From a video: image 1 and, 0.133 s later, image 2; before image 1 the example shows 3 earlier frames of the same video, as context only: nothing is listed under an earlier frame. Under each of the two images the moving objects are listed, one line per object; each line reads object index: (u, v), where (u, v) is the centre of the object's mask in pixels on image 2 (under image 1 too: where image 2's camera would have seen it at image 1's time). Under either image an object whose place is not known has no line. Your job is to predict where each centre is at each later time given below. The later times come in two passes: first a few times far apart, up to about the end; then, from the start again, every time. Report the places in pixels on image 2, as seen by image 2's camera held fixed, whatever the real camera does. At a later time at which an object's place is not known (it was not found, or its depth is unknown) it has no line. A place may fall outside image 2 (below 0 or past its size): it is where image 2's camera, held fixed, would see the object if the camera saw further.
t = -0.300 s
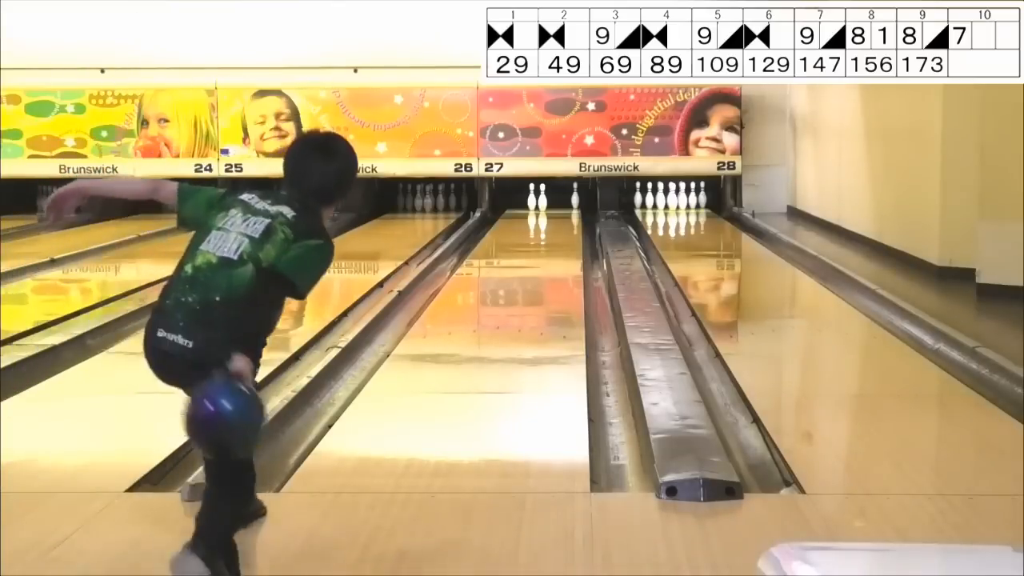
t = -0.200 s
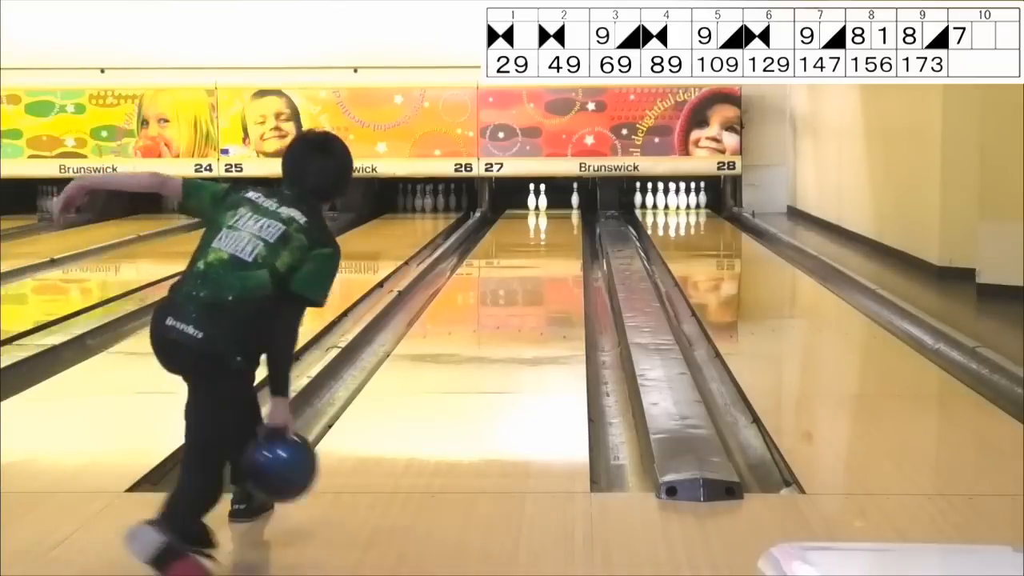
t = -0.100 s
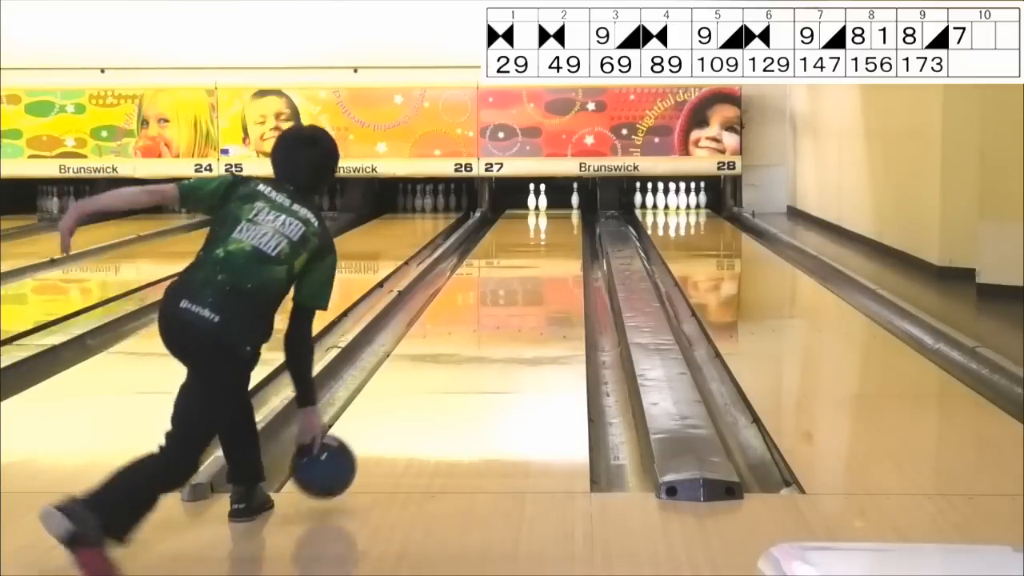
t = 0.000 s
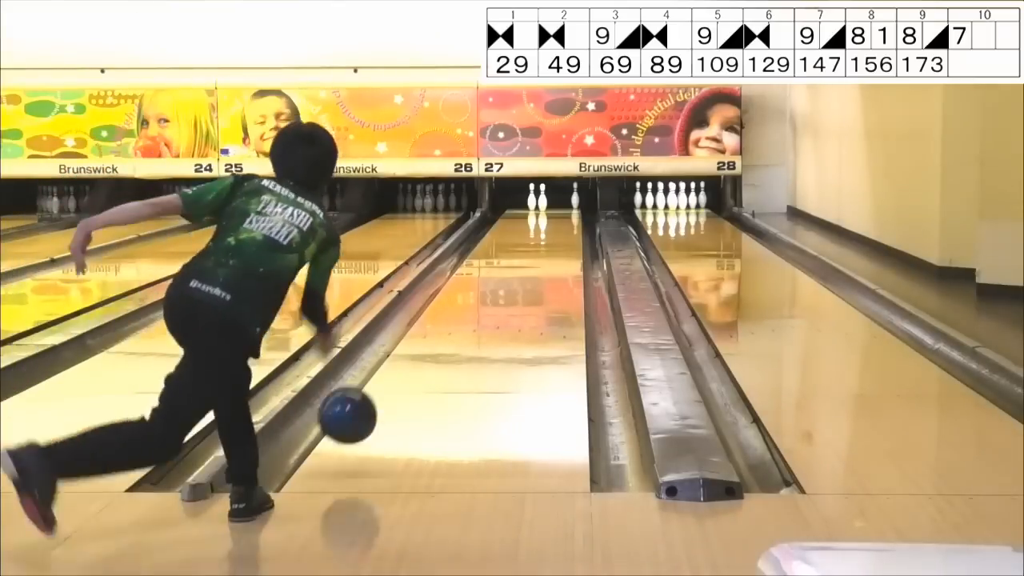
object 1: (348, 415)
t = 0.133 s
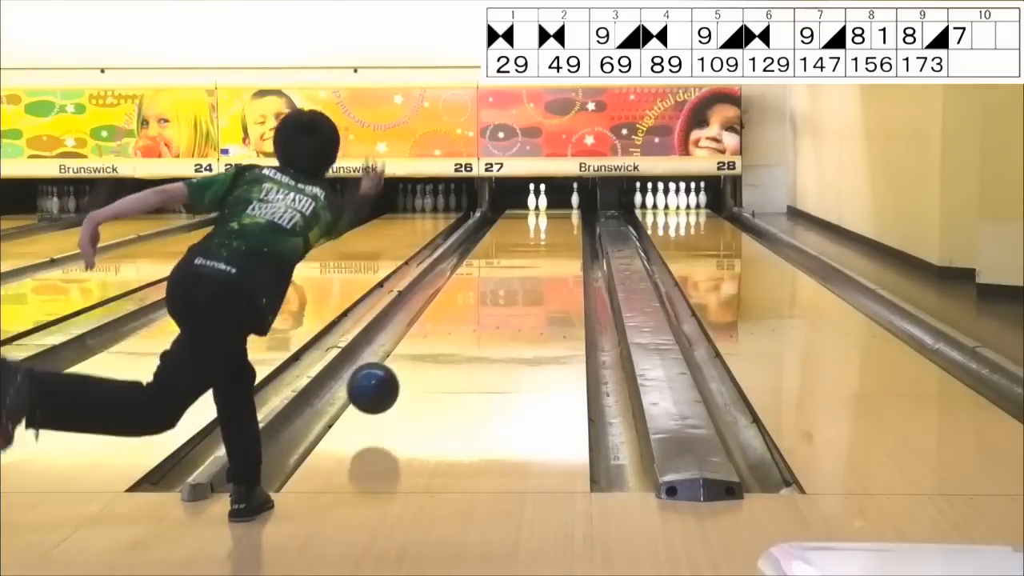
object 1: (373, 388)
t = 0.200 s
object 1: (384, 388)
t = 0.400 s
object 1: (410, 349)
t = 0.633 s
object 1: (433, 316)
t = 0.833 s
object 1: (449, 294)
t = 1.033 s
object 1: (462, 277)
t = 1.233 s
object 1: (473, 263)
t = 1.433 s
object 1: (482, 251)
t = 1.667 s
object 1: (491, 240)
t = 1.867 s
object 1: (498, 233)
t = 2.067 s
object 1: (504, 226)
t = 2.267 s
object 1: (512, 220)
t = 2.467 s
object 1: (519, 215)
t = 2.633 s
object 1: (526, 211)
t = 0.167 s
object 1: (379, 388)
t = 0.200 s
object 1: (384, 388)
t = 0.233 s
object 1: (389, 379)
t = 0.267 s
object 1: (394, 374)
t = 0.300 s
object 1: (398, 367)
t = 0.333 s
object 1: (403, 361)
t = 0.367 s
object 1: (406, 355)
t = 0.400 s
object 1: (410, 349)
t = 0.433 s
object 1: (414, 344)
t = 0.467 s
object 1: (418, 339)
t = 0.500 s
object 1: (421, 334)
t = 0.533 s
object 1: (424, 329)
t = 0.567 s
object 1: (427, 325)
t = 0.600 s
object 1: (430, 320)
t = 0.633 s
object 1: (433, 316)
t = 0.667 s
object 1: (436, 312)
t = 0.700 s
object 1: (439, 308)
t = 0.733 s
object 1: (441, 304)
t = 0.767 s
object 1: (444, 301)
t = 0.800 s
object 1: (446, 298)
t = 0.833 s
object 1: (449, 294)
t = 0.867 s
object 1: (451, 291)
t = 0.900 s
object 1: (453, 288)
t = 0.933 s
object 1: (456, 285)
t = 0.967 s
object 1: (458, 283)
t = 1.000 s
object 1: (460, 280)
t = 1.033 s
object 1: (462, 277)
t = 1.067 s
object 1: (464, 275)
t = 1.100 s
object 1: (465, 272)
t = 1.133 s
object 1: (467, 270)
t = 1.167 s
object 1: (469, 267)
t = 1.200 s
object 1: (470, 265)
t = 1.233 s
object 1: (473, 263)
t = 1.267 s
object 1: (474, 261)
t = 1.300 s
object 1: (475, 259)
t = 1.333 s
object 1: (477, 257)
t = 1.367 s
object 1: (479, 255)
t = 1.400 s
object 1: (480, 253)
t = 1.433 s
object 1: (482, 251)
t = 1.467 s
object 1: (483, 249)
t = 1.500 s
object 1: (484, 248)
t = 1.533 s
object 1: (486, 246)
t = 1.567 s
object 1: (487, 245)
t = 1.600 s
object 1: (488, 243)
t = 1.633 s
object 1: (490, 242)
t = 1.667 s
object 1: (491, 240)
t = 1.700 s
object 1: (493, 239)
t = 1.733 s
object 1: (493, 238)
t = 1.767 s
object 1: (494, 236)
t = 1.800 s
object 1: (495, 235)
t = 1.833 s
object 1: (496, 234)
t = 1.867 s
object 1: (498, 233)
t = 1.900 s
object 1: (499, 231)
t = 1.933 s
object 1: (500, 230)
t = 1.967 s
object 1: (501, 229)
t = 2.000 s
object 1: (502, 228)
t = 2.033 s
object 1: (503, 227)
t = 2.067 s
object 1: (504, 226)
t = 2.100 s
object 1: (506, 225)
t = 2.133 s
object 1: (507, 224)
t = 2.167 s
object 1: (508, 223)
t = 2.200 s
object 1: (509, 222)
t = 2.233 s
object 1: (510, 221)
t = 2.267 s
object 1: (512, 220)
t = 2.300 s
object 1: (513, 219)
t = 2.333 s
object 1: (514, 218)
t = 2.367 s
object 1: (516, 217)
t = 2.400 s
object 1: (516, 216)
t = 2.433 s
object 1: (517, 215)
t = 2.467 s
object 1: (519, 215)
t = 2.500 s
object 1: (520, 214)
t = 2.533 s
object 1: (522, 213)
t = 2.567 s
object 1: (523, 213)
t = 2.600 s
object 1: (524, 212)
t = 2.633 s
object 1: (526, 211)
